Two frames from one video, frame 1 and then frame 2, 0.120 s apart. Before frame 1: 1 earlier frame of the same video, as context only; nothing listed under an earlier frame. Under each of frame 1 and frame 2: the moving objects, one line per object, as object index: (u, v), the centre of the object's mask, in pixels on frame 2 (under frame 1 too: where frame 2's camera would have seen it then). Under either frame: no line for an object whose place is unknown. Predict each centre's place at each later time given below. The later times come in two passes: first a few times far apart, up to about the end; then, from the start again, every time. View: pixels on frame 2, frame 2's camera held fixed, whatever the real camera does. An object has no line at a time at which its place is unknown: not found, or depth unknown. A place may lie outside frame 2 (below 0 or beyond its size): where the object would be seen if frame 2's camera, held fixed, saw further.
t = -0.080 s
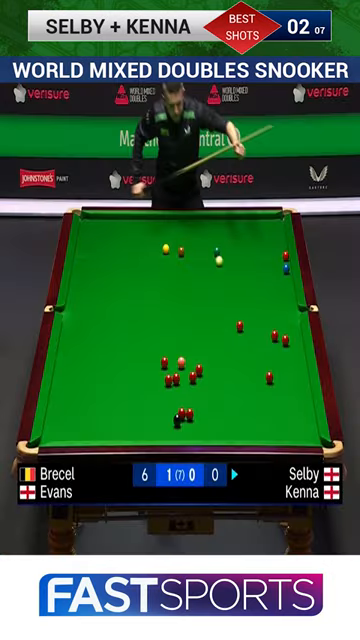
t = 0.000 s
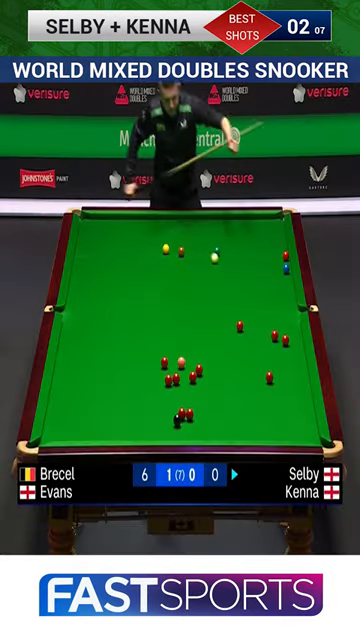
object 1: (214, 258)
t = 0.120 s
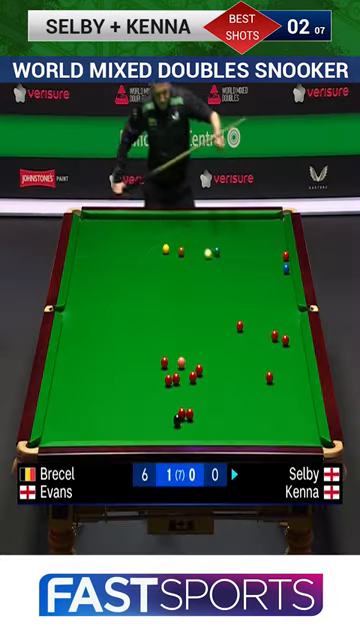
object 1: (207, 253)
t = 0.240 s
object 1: (201, 249)
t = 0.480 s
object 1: (189, 241)
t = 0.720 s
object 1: (177, 234)
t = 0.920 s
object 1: (168, 228)
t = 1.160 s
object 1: (157, 221)
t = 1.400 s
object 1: (146, 217)
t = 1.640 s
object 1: (133, 221)
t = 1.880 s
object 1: (120, 224)
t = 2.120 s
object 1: (107, 228)
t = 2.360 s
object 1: (95, 231)
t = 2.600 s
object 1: (83, 234)
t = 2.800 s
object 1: (83, 237)
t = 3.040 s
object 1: (89, 240)
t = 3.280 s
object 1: (94, 244)
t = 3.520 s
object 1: (100, 247)
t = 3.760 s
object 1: (105, 250)
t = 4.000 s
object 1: (109, 253)
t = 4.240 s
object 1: (114, 255)
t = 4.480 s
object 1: (118, 258)
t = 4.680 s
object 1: (122, 260)
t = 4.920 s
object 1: (125, 262)
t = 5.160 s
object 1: (129, 264)
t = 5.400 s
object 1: (132, 266)
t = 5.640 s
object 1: (135, 267)
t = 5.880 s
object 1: (137, 269)
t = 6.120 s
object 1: (140, 270)
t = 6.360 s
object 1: (142, 271)
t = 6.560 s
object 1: (143, 272)
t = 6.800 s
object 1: (144, 273)
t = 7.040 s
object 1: (145, 274)
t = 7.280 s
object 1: (146, 274)
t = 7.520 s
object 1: (146, 274)
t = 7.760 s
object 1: (146, 274)
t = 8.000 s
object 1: (146, 274)
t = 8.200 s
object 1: (146, 274)
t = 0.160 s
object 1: (205, 252)
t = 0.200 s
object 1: (203, 250)
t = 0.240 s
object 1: (201, 249)
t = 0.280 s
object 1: (199, 248)
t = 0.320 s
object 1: (197, 247)
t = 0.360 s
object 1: (195, 245)
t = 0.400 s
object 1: (193, 244)
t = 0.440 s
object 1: (191, 243)
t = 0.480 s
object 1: (189, 241)
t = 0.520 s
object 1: (187, 240)
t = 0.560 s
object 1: (185, 239)
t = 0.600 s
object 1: (183, 238)
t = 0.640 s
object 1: (181, 236)
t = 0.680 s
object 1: (179, 235)
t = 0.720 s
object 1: (177, 234)
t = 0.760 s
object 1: (175, 232)
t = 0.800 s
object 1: (173, 231)
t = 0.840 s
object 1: (171, 230)
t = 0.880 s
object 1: (169, 229)
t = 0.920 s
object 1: (168, 228)
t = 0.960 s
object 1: (166, 227)
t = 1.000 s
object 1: (164, 225)
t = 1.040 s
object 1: (162, 224)
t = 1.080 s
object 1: (160, 223)
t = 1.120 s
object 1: (159, 222)
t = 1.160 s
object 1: (157, 221)
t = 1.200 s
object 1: (155, 220)
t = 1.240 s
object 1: (153, 219)
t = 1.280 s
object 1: (152, 218)
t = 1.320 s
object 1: (150, 217)
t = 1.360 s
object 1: (148, 216)
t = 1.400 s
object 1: (146, 217)
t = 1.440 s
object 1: (144, 218)
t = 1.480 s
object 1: (141, 219)
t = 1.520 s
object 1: (139, 219)
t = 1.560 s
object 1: (137, 220)
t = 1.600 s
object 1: (135, 220)
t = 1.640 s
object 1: (133, 221)
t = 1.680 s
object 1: (131, 221)
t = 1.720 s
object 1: (128, 222)
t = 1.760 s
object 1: (126, 222)
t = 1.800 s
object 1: (124, 223)
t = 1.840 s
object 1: (122, 223)
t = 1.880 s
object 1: (120, 224)
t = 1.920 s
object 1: (118, 225)
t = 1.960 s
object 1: (115, 225)
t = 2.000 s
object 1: (113, 226)
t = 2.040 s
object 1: (111, 227)
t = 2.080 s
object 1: (109, 227)
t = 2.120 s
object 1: (107, 228)
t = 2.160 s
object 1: (105, 228)
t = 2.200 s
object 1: (103, 228)
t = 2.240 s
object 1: (101, 229)
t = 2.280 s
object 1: (99, 230)
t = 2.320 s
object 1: (97, 230)
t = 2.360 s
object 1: (95, 231)
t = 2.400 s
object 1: (93, 231)
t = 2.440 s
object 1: (91, 232)
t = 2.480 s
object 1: (89, 232)
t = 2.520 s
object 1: (87, 233)
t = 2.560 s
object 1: (85, 233)
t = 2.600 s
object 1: (83, 234)
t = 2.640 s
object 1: (81, 234)
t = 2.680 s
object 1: (80, 235)
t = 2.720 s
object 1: (81, 235)
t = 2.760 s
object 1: (82, 236)
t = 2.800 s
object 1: (83, 237)
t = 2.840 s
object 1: (84, 237)
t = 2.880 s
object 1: (85, 238)
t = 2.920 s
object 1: (86, 238)
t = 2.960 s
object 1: (87, 239)
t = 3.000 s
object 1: (88, 240)
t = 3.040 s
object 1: (89, 240)
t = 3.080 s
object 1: (89, 241)
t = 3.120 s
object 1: (90, 241)
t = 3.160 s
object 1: (91, 242)
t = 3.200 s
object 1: (92, 243)
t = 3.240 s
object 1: (93, 243)
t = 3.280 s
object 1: (94, 244)
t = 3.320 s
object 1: (95, 244)
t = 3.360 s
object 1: (96, 245)
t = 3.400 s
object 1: (97, 245)
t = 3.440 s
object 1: (98, 246)
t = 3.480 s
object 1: (99, 246)
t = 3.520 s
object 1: (100, 247)
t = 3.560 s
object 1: (100, 247)
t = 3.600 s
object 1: (101, 248)
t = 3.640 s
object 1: (102, 248)
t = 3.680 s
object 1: (103, 249)
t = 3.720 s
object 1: (104, 249)
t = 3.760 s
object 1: (105, 250)
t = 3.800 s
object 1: (105, 250)
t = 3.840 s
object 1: (106, 251)
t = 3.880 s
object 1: (107, 251)
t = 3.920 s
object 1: (108, 252)
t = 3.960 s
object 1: (109, 252)
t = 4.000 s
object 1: (109, 253)
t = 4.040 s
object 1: (110, 253)
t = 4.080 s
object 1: (111, 254)
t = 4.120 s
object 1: (112, 254)
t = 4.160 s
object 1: (112, 254)
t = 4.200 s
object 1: (113, 255)
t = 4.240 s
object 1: (114, 255)
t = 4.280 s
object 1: (115, 256)
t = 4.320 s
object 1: (115, 256)
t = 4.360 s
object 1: (116, 256)
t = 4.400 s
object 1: (117, 257)
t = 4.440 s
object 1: (118, 257)
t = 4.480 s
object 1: (118, 258)
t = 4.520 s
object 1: (119, 258)
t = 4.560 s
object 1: (120, 259)
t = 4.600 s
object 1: (120, 259)
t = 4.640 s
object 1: (121, 259)
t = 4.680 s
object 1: (122, 260)
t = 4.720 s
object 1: (122, 260)
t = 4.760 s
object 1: (123, 261)
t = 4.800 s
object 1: (124, 261)
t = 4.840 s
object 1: (124, 261)
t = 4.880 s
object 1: (125, 261)
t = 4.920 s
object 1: (125, 262)
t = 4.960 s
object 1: (126, 262)
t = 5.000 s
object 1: (127, 262)
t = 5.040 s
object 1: (127, 263)
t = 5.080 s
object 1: (128, 263)
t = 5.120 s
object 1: (128, 263)
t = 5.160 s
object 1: (129, 264)
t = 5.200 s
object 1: (129, 264)
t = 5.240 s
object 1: (130, 264)
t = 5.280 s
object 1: (130, 265)
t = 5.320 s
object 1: (131, 265)
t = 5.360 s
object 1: (132, 265)
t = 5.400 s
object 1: (132, 266)
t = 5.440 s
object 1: (133, 266)
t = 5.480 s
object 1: (133, 266)
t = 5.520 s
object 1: (134, 267)
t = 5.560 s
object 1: (134, 267)
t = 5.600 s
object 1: (135, 267)
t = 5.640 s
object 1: (135, 267)
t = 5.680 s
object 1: (135, 268)
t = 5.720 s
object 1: (136, 268)
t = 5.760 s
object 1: (136, 268)
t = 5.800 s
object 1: (137, 268)
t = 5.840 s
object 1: (137, 269)
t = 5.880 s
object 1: (137, 269)
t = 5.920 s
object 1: (138, 269)
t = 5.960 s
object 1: (138, 269)
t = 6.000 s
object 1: (139, 270)
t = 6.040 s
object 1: (139, 270)
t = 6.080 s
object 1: (139, 270)
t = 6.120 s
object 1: (140, 270)
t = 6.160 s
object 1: (140, 270)
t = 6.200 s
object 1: (140, 271)
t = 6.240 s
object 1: (141, 271)
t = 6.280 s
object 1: (141, 271)
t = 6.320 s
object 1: (141, 271)
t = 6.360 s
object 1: (142, 271)
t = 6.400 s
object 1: (142, 271)
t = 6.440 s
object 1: (142, 272)
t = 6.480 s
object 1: (142, 272)
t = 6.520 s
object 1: (143, 272)
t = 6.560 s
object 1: (143, 272)
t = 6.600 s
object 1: (143, 272)
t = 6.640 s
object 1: (143, 272)
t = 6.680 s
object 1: (144, 273)
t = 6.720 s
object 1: (144, 273)
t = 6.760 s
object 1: (144, 273)
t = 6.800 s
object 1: (144, 273)
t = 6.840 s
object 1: (144, 273)
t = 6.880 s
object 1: (145, 273)
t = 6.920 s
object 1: (145, 273)
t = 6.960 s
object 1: (145, 273)
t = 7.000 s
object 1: (145, 273)
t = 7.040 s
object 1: (145, 274)
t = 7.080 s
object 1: (145, 274)
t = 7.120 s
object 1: (145, 274)
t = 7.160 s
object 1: (146, 274)
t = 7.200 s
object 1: (146, 274)
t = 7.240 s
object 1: (146, 274)
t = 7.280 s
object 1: (146, 274)
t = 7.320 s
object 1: (146, 274)
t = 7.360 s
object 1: (146, 274)
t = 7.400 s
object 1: (146, 274)
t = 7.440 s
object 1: (146, 274)
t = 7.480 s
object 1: (146, 274)
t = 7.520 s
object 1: (146, 274)
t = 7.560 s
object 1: (146, 274)
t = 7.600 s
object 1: (146, 274)
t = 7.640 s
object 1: (146, 274)
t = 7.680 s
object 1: (146, 274)
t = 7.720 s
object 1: (146, 274)
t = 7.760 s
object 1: (146, 274)
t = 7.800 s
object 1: (146, 274)
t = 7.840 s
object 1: (146, 274)
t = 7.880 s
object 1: (146, 274)
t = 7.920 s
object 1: (146, 274)
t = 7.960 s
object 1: (146, 274)
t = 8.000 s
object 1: (146, 274)
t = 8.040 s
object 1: (146, 274)
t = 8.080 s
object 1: (146, 274)
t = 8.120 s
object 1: (146, 274)
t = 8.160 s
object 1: (146, 274)
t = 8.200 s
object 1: (146, 274)
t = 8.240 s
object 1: (146, 274)
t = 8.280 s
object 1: (146, 274)
